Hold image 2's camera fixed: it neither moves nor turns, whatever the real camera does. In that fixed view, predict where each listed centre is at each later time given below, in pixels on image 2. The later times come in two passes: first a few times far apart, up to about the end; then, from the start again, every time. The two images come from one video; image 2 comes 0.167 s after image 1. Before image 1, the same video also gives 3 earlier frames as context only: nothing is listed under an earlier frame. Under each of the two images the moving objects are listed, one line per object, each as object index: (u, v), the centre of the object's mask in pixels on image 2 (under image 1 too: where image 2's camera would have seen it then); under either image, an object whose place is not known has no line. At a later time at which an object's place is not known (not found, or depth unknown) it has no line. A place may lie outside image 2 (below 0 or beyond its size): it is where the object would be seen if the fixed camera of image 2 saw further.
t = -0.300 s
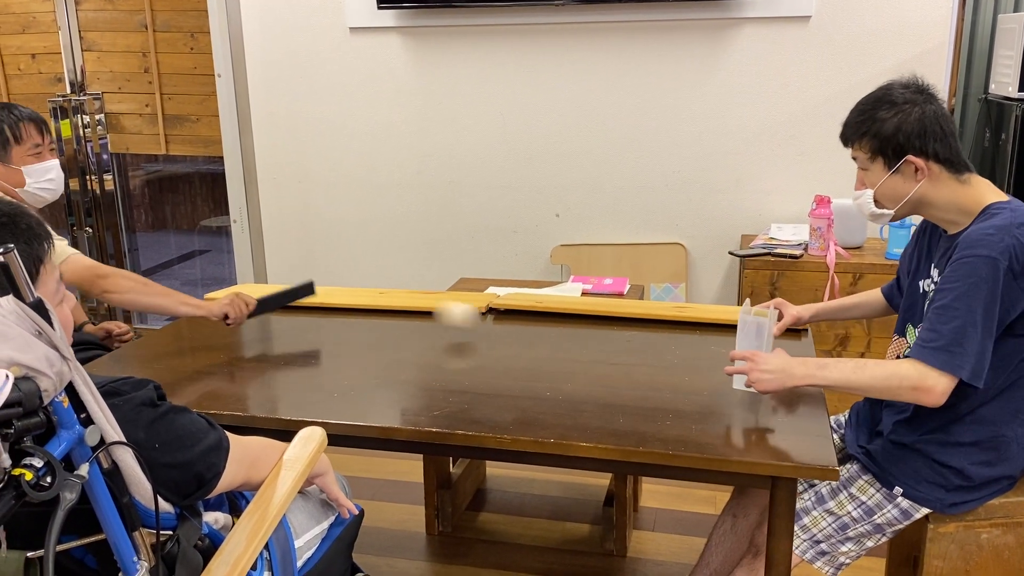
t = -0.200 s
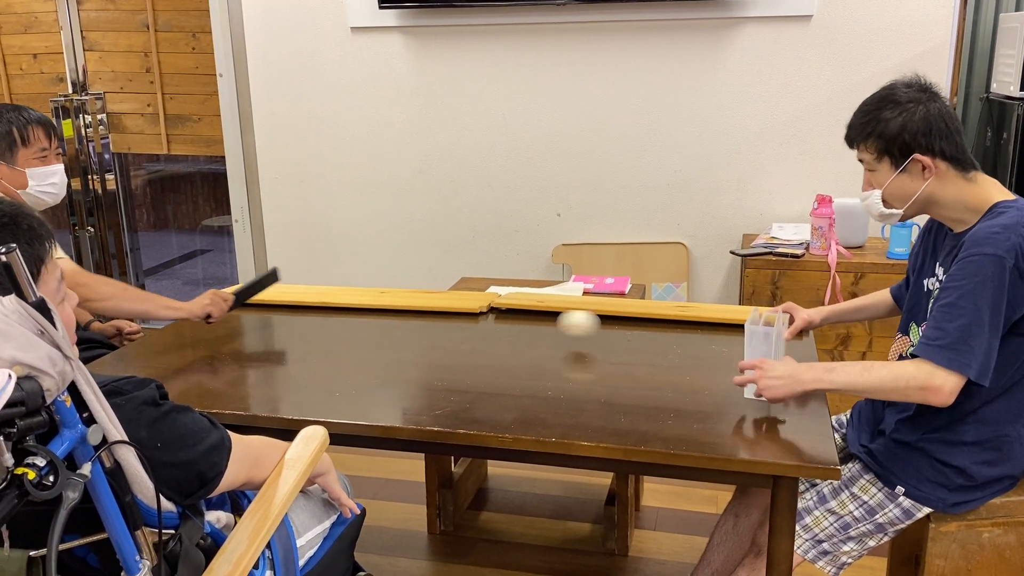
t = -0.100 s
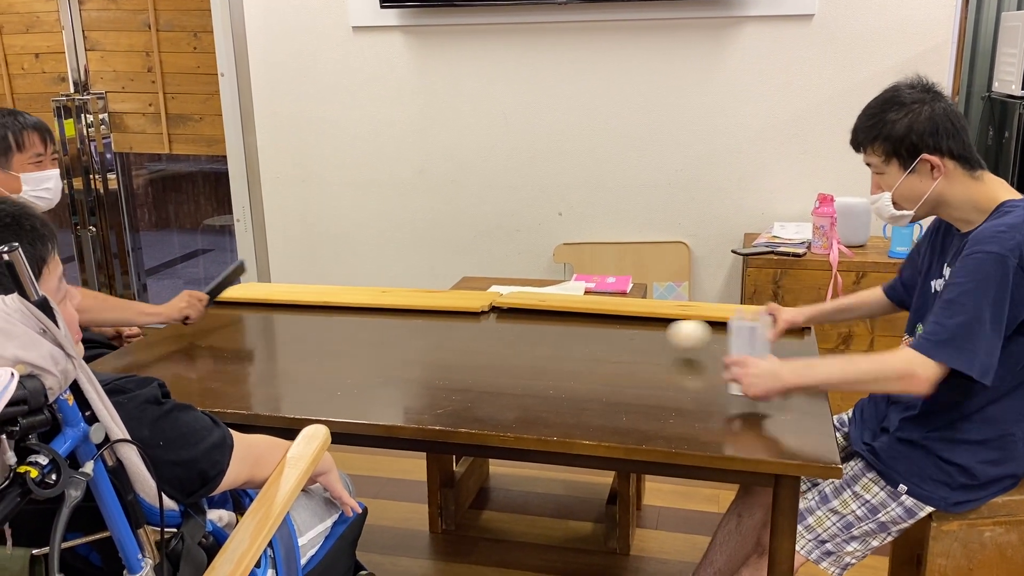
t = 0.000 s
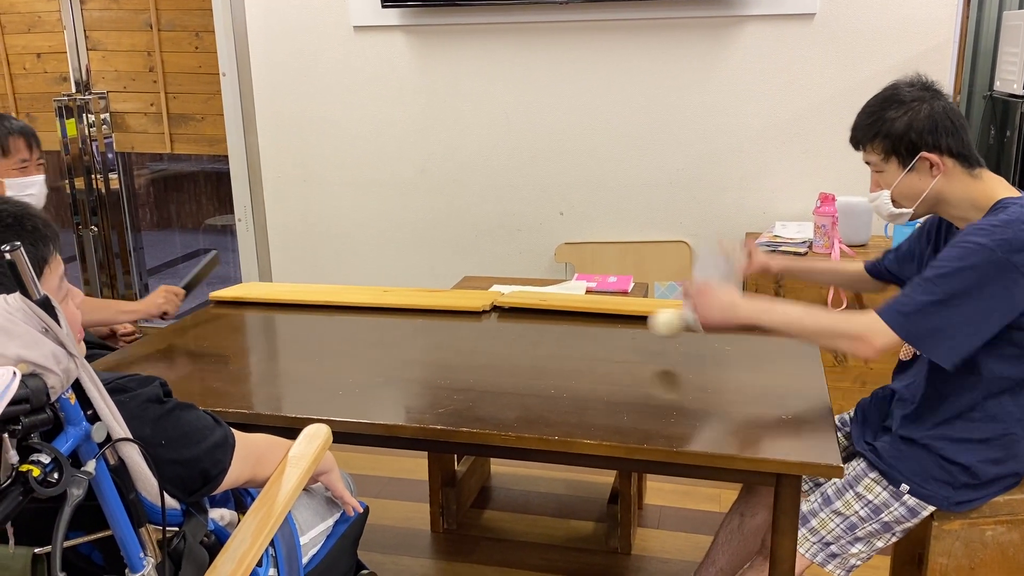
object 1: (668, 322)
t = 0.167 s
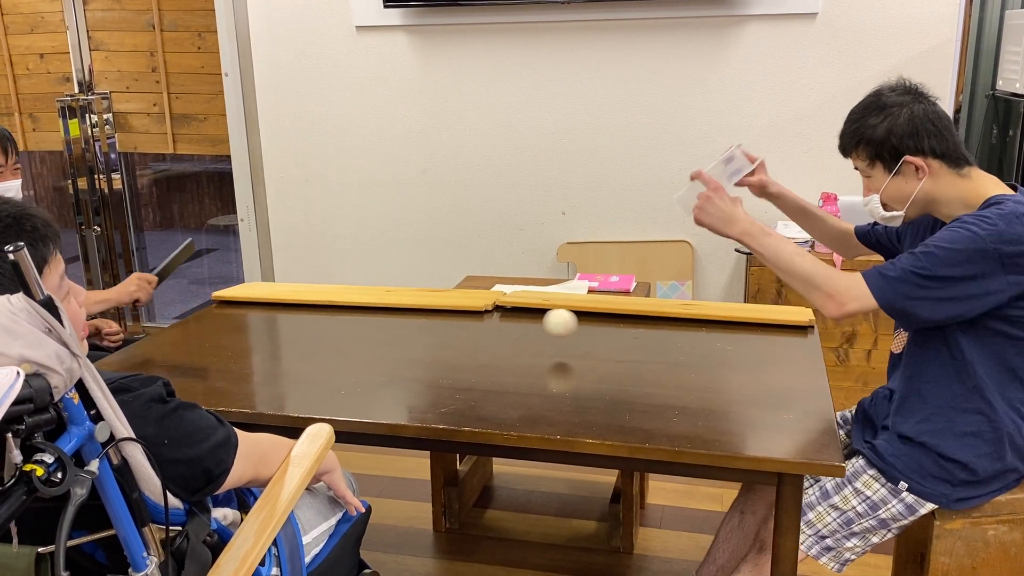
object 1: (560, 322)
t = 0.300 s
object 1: (496, 328)
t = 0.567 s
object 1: (378, 326)
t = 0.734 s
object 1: (310, 327)
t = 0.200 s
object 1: (544, 322)
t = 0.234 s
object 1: (528, 326)
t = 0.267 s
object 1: (512, 334)
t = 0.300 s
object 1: (496, 328)
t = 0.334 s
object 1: (480, 325)
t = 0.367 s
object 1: (466, 325)
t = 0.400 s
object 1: (451, 330)
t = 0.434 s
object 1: (436, 329)
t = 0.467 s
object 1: (421, 325)
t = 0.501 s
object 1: (406, 325)
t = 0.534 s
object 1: (392, 330)
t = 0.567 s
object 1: (378, 326)
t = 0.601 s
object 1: (364, 326)
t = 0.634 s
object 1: (350, 329)
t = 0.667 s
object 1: (336, 327)
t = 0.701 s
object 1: (323, 328)
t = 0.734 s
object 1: (310, 327)
